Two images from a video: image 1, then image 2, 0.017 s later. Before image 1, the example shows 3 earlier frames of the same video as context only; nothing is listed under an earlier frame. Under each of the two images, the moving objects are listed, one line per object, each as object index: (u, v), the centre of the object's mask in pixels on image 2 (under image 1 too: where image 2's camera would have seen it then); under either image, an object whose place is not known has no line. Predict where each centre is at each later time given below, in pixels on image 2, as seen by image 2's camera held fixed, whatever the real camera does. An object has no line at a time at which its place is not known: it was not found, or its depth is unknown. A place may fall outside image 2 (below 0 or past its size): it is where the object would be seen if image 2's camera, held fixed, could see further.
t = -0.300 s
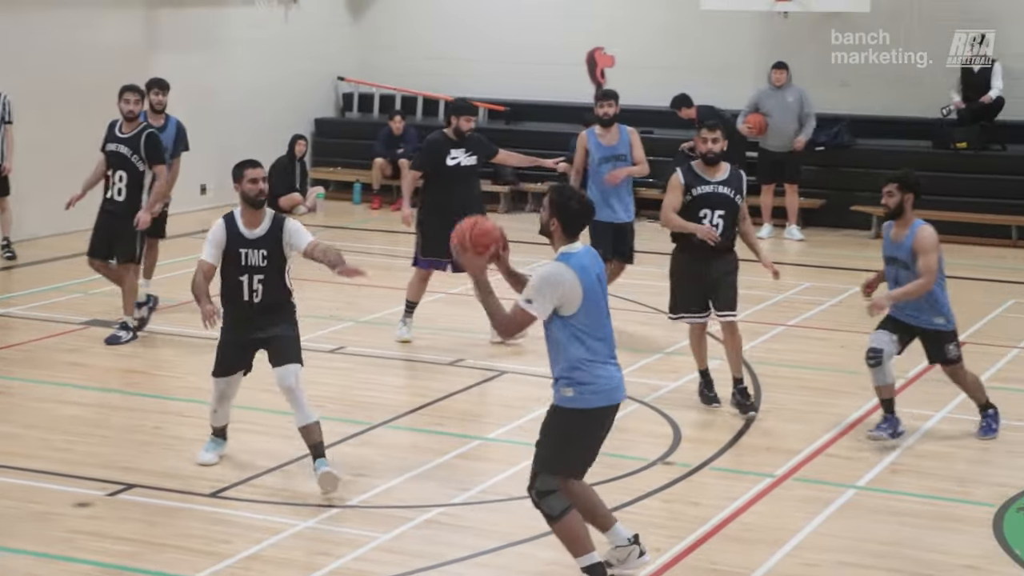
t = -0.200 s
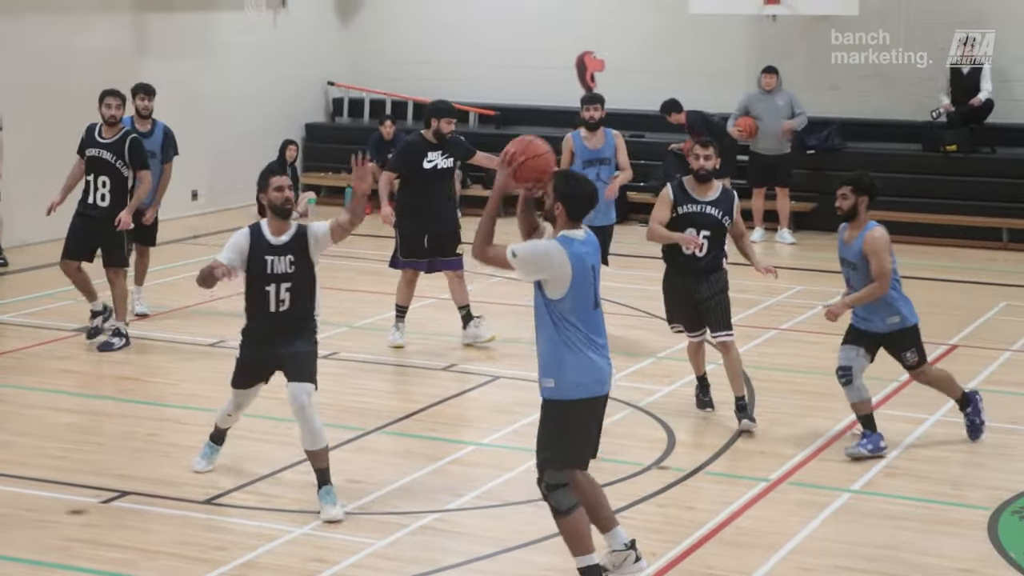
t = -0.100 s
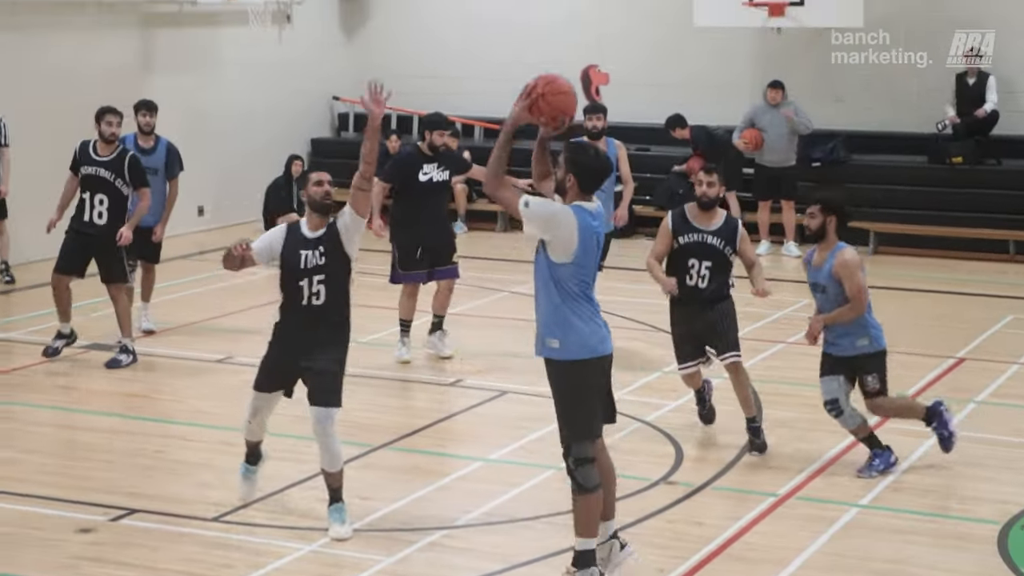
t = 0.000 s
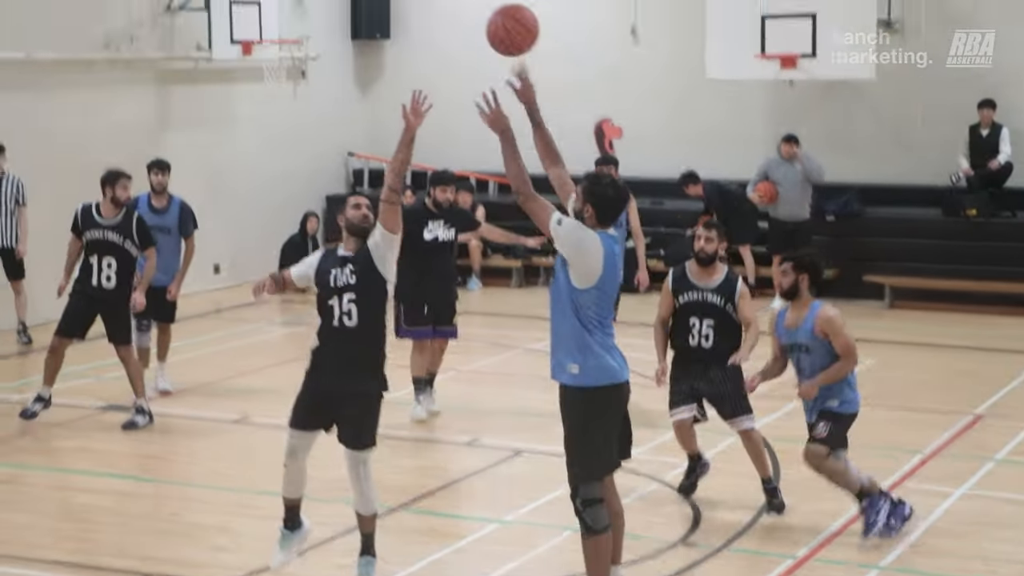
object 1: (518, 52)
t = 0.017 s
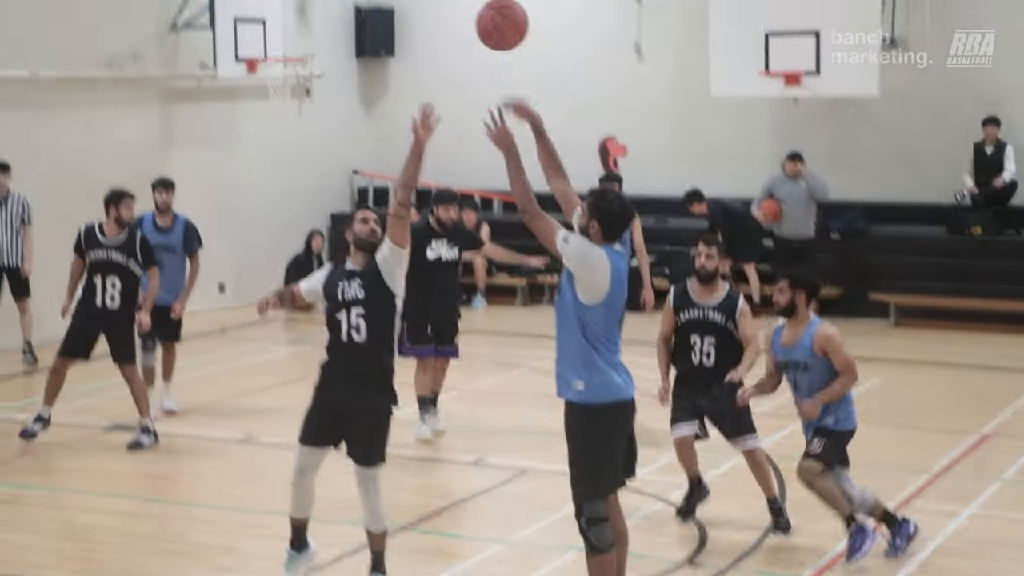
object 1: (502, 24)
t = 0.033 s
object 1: (486, -1)
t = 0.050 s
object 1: (469, -26)
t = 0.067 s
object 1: (454, -48)
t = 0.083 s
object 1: (441, -68)
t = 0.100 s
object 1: (427, -90)
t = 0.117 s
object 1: (413, -109)
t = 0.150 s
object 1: (386, -144)
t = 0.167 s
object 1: (373, -161)
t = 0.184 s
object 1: (359, -176)
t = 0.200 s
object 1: (346, -192)
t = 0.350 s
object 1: (236, -291)
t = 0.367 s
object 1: (226, -296)
